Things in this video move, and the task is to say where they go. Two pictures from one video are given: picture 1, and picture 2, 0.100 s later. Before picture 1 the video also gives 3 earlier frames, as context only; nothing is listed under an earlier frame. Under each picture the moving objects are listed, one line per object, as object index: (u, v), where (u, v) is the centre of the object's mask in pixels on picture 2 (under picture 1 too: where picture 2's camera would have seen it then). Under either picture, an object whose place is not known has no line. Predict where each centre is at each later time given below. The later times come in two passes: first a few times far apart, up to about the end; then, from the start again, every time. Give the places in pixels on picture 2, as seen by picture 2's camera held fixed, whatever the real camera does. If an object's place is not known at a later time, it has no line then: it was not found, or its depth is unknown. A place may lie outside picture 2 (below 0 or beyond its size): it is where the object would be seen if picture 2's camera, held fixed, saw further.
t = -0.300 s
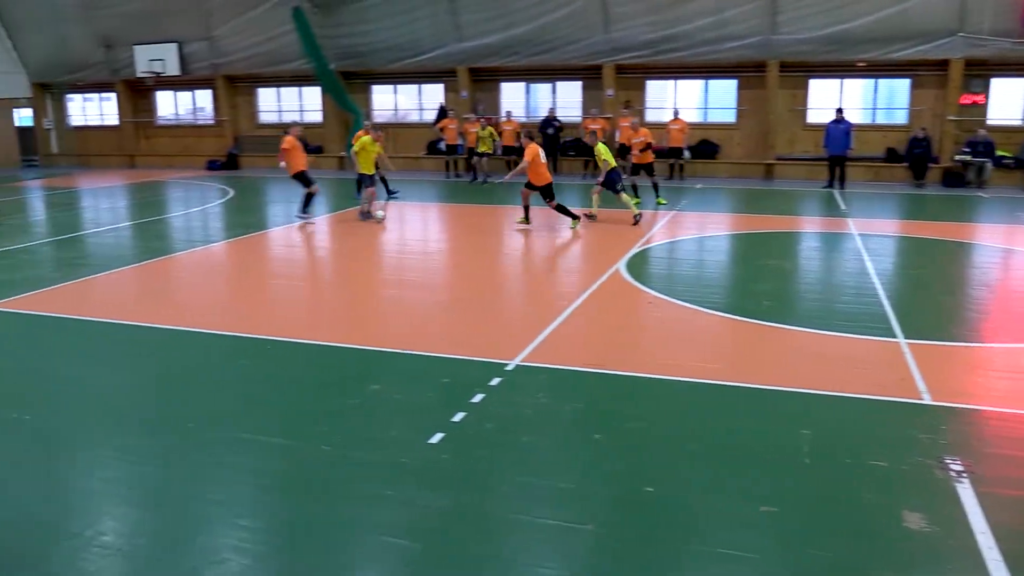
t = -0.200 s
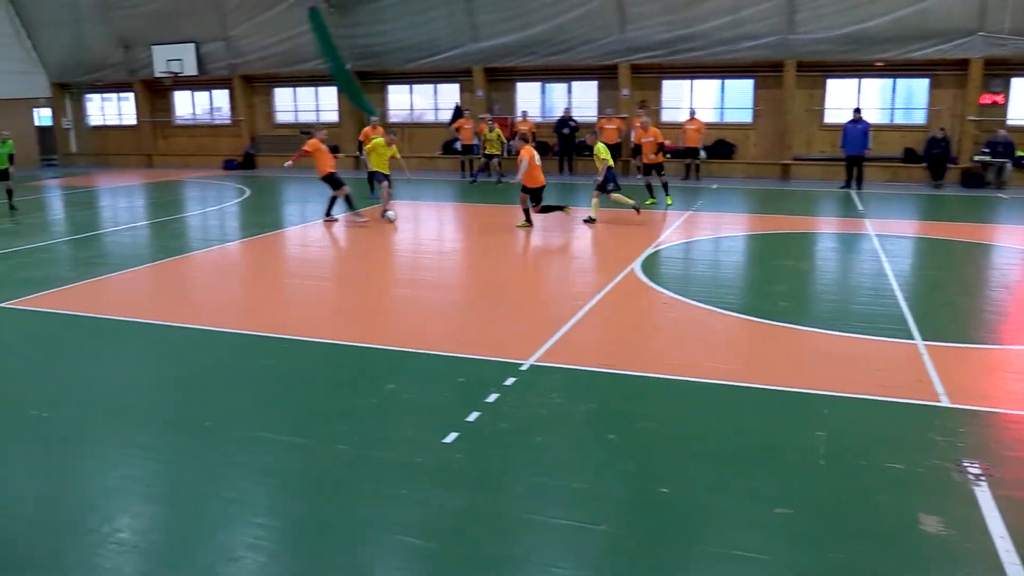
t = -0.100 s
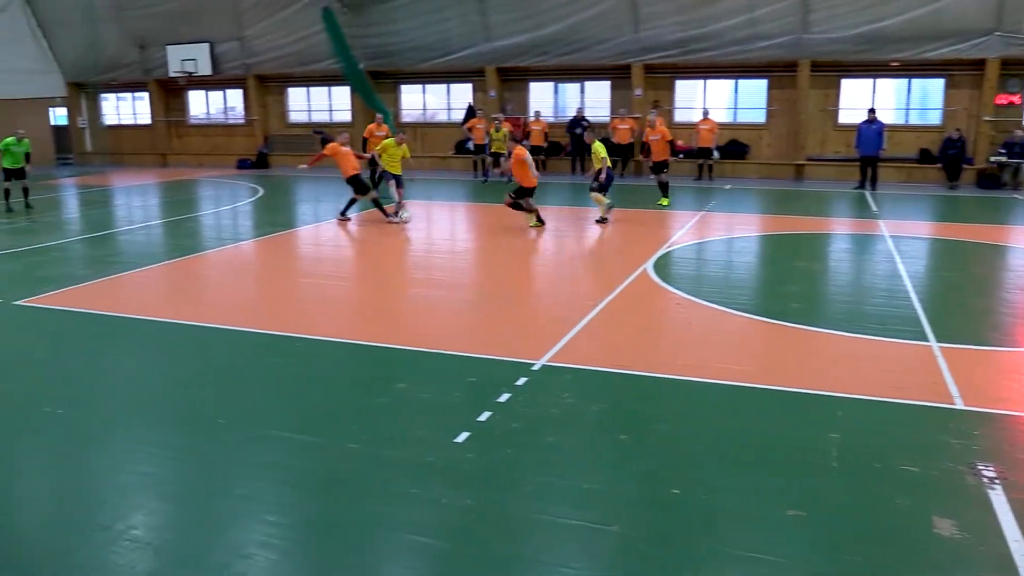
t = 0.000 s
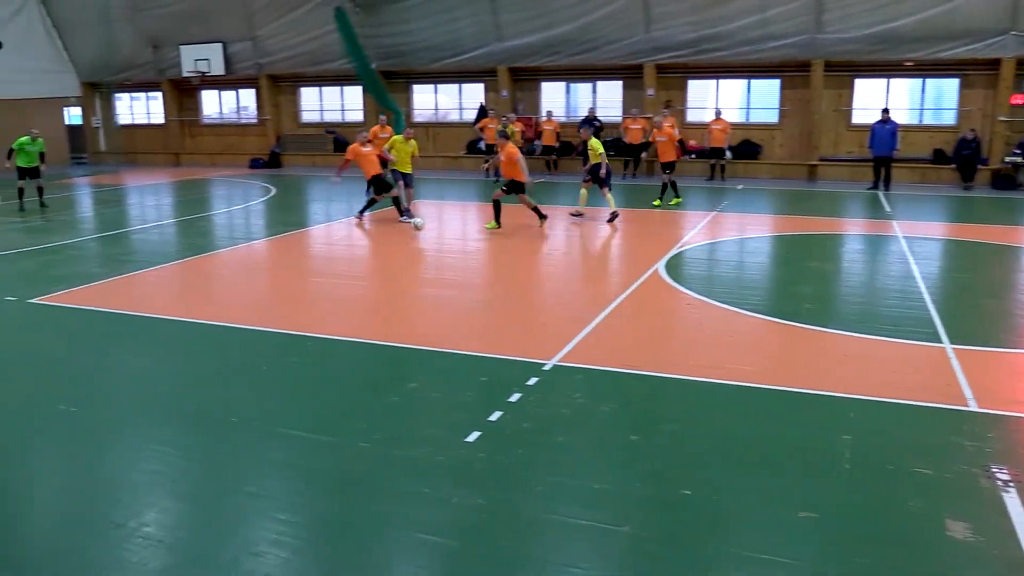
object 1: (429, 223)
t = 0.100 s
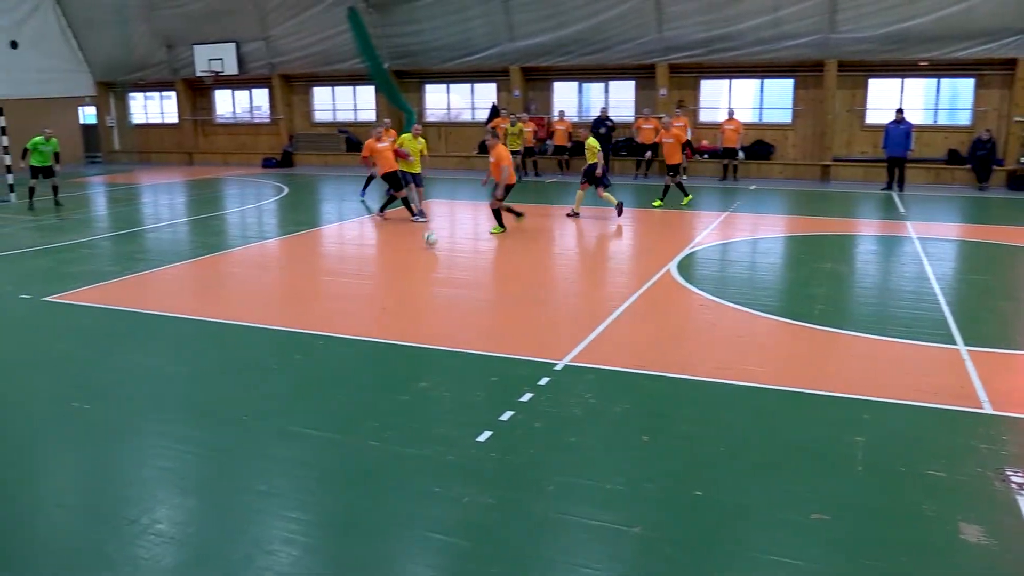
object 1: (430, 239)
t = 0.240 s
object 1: (431, 252)
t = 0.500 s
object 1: (426, 285)
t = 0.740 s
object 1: (416, 317)
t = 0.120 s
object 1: (431, 244)
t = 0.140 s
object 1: (431, 245)
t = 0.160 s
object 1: (431, 245)
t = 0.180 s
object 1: (431, 247)
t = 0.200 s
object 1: (431, 248)
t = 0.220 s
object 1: (431, 250)
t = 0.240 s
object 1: (431, 252)
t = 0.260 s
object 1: (430, 254)
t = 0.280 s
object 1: (431, 258)
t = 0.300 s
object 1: (431, 261)
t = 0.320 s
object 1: (430, 265)
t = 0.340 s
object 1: (430, 266)
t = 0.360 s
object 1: (429, 268)
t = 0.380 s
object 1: (429, 271)
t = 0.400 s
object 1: (429, 273)
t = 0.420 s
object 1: (429, 275)
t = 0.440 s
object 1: (428, 278)
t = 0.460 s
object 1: (427, 281)
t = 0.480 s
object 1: (428, 284)
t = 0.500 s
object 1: (426, 285)
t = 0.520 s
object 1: (426, 288)
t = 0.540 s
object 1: (425, 291)
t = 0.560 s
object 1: (424, 293)
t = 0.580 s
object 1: (423, 295)
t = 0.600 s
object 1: (423, 298)
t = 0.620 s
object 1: (421, 301)
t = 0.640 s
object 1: (420, 304)
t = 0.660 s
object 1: (419, 306)
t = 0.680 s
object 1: (419, 309)
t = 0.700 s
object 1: (418, 312)
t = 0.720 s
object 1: (417, 315)
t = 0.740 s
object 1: (416, 317)
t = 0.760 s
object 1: (415, 320)
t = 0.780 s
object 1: (414, 324)
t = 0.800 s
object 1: (412, 327)
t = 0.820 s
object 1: (412, 331)
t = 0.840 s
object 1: (410, 334)
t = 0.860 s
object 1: (408, 337)
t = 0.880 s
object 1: (407, 341)
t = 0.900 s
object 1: (406, 344)
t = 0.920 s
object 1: (404, 348)
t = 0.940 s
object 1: (403, 353)
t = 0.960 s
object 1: (402, 356)
